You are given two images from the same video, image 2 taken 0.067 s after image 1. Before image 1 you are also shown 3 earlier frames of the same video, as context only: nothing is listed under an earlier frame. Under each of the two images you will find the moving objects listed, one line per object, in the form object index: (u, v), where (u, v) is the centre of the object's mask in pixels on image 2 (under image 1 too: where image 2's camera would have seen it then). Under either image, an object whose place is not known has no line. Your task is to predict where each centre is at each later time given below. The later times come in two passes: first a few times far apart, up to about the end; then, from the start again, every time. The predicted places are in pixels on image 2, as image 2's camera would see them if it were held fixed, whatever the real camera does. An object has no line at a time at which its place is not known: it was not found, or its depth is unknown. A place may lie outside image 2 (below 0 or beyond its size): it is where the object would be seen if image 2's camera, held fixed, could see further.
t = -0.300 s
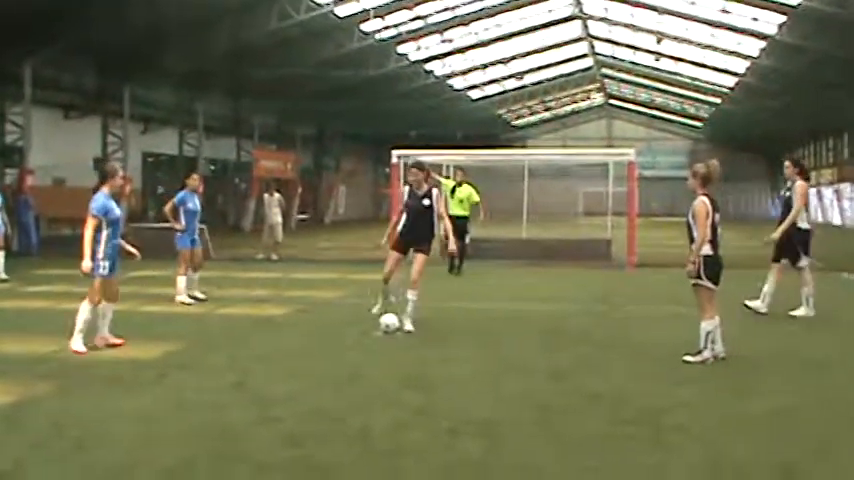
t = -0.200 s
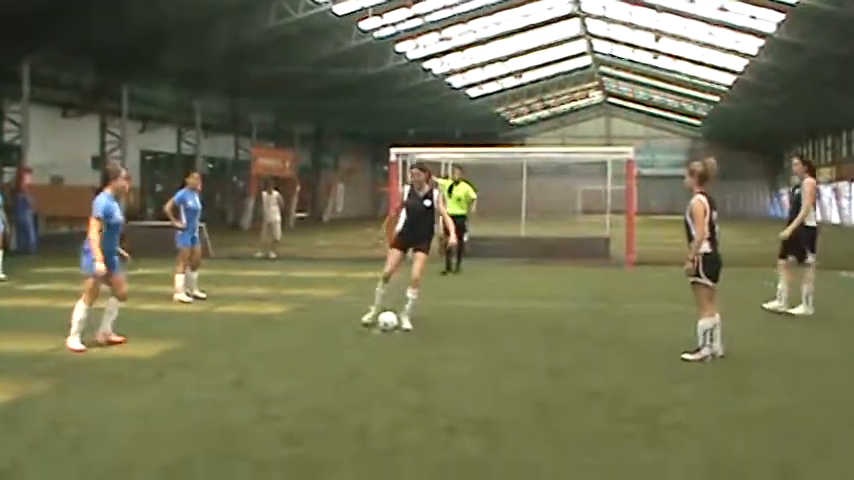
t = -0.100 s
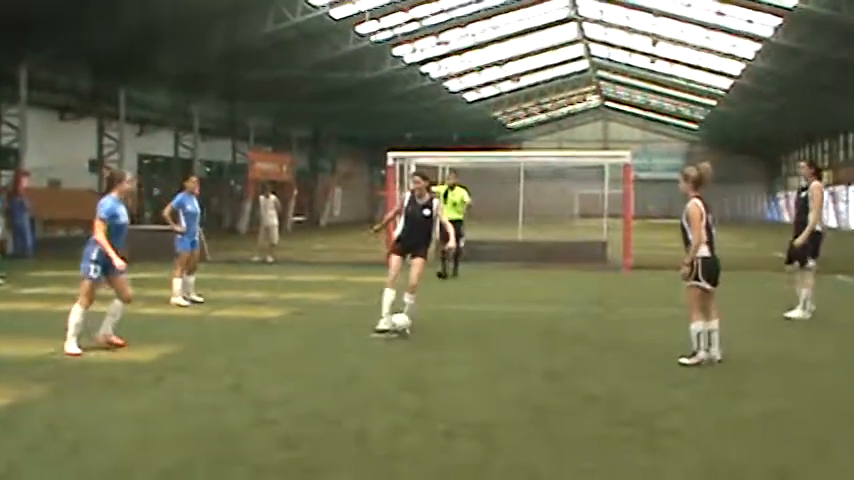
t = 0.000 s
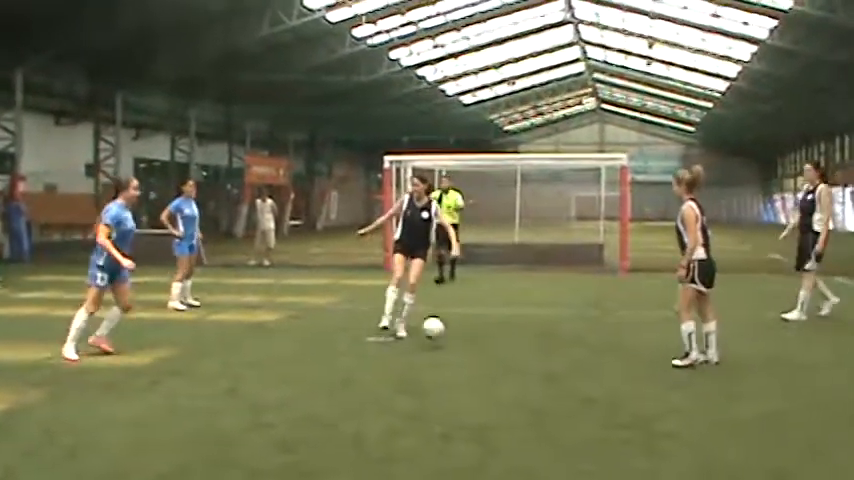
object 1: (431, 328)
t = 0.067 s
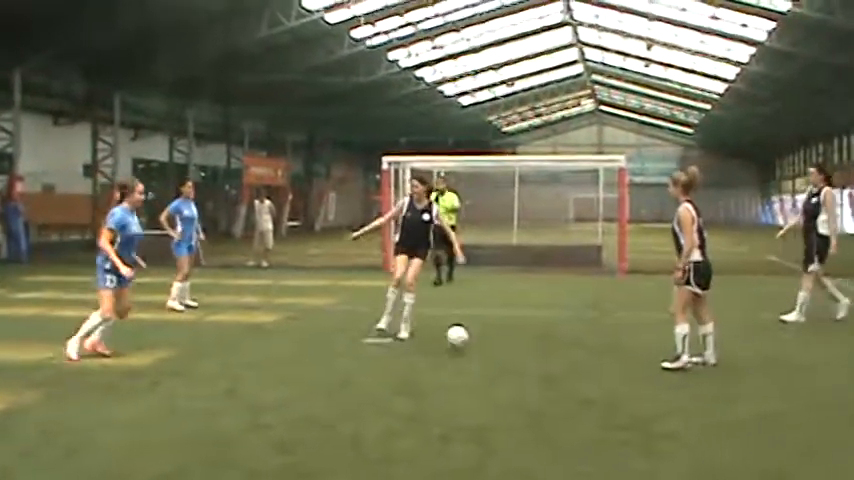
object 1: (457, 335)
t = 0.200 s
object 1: (503, 346)
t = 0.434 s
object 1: (570, 359)
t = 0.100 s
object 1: (469, 342)
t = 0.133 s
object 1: (482, 344)
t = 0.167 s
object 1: (492, 344)
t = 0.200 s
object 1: (503, 346)
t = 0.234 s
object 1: (513, 349)
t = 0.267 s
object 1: (524, 352)
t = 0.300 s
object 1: (533, 352)
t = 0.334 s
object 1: (542, 354)
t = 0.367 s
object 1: (551, 356)
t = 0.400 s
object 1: (561, 358)
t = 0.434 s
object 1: (570, 359)
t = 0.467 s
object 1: (578, 362)
